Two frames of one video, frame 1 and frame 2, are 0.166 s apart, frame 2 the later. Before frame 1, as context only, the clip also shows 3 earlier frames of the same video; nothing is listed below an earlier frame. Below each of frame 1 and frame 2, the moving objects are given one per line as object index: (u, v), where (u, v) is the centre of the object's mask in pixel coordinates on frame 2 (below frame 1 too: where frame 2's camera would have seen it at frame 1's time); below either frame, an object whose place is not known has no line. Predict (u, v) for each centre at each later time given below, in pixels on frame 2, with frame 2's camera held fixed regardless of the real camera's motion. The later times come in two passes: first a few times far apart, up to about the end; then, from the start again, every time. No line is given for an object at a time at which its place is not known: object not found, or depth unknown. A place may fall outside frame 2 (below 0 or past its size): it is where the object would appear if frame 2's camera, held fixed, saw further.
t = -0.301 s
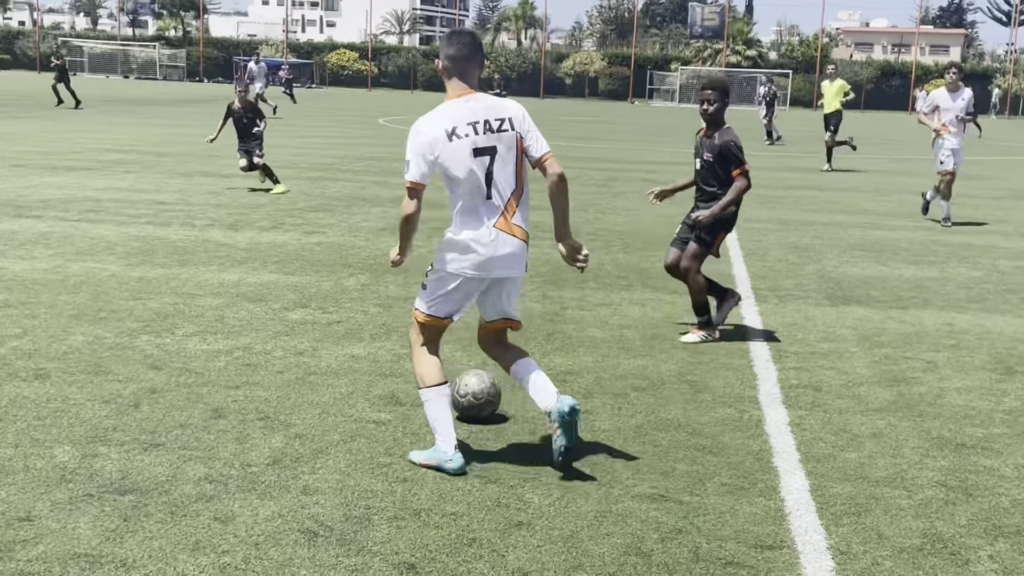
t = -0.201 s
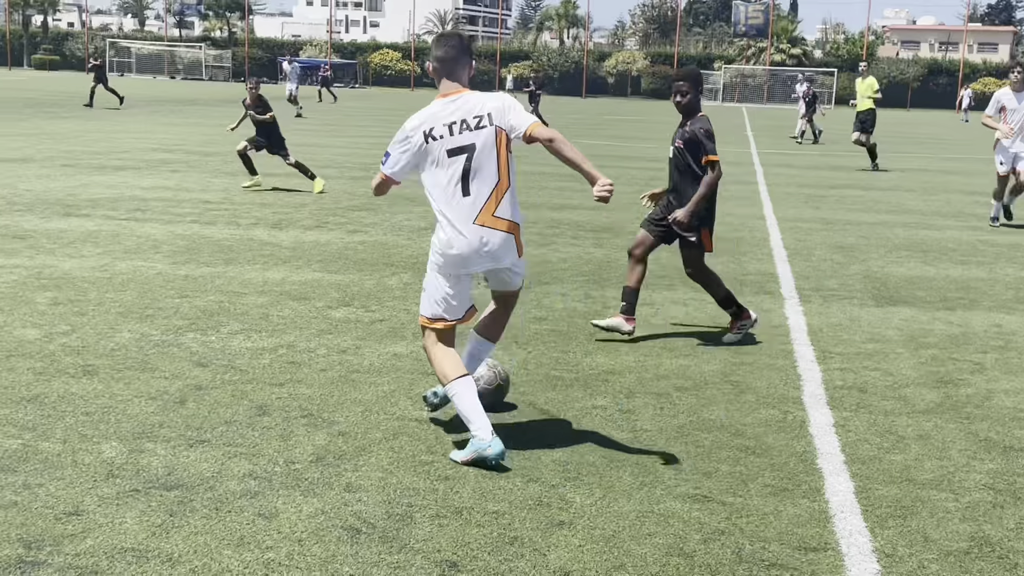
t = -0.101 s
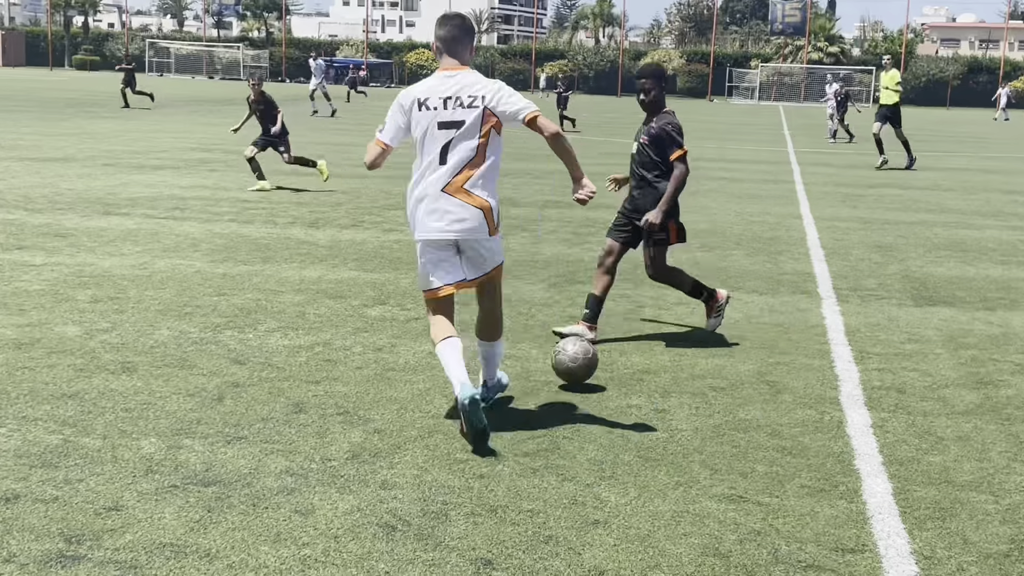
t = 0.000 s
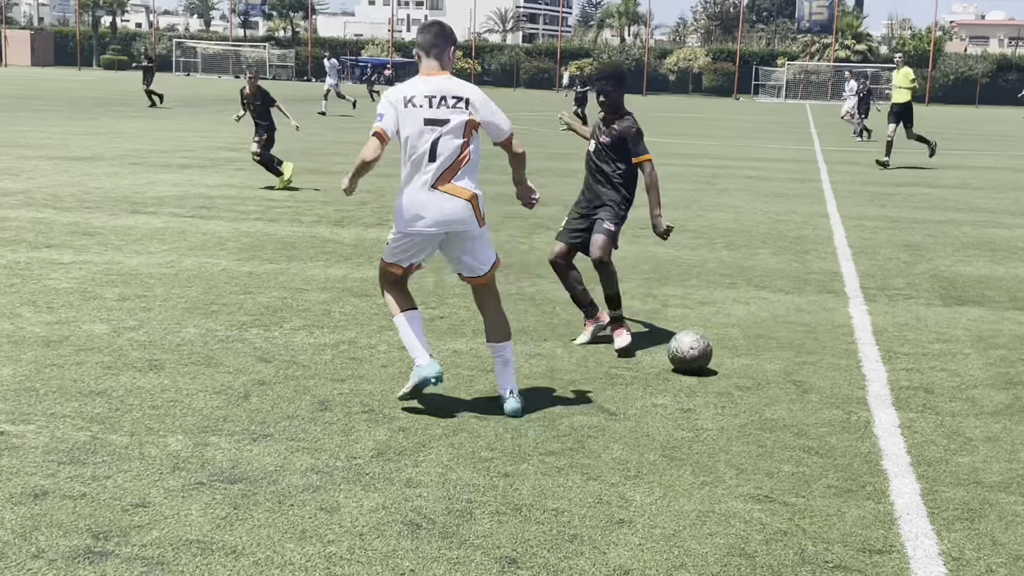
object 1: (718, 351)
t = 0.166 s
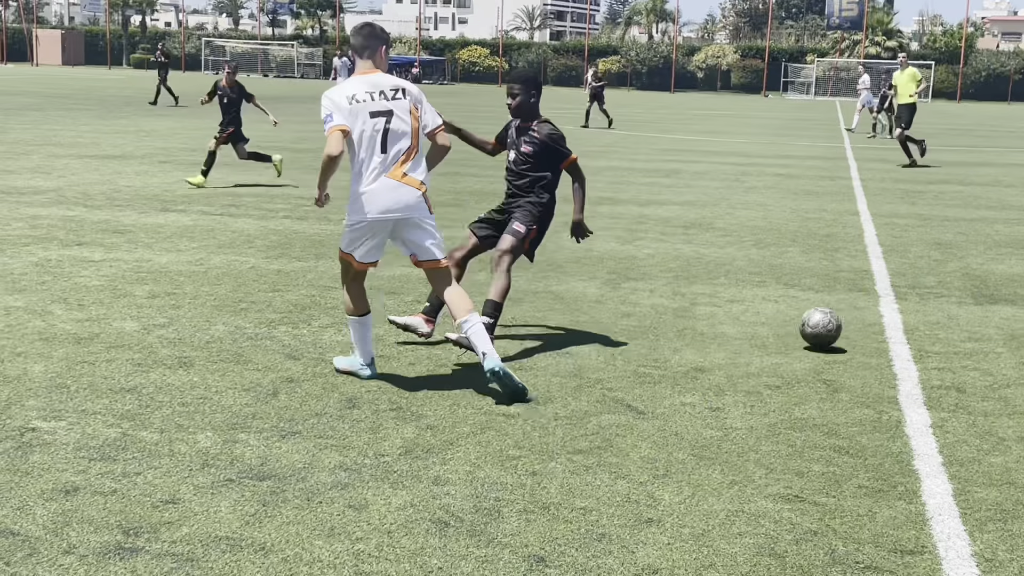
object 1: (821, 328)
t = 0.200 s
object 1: (838, 329)
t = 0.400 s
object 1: (915, 312)
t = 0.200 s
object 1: (838, 329)
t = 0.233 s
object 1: (851, 321)
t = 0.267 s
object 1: (865, 314)
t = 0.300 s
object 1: (879, 310)
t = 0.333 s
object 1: (892, 309)
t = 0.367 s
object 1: (904, 309)
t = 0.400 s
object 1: (915, 312)
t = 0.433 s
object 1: (927, 308)
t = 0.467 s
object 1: (939, 304)
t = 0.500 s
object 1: (950, 304)
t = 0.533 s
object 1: (961, 302)
